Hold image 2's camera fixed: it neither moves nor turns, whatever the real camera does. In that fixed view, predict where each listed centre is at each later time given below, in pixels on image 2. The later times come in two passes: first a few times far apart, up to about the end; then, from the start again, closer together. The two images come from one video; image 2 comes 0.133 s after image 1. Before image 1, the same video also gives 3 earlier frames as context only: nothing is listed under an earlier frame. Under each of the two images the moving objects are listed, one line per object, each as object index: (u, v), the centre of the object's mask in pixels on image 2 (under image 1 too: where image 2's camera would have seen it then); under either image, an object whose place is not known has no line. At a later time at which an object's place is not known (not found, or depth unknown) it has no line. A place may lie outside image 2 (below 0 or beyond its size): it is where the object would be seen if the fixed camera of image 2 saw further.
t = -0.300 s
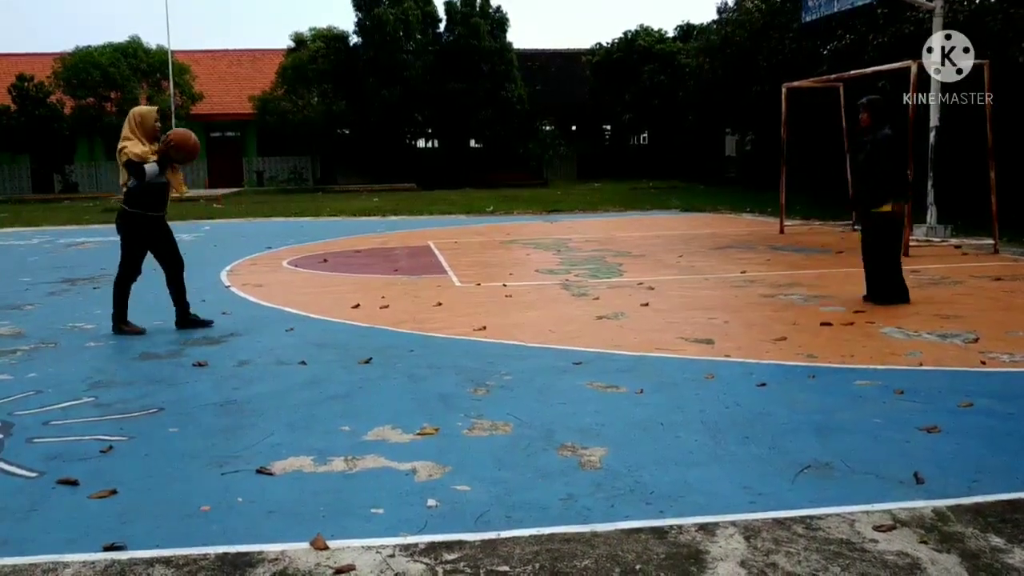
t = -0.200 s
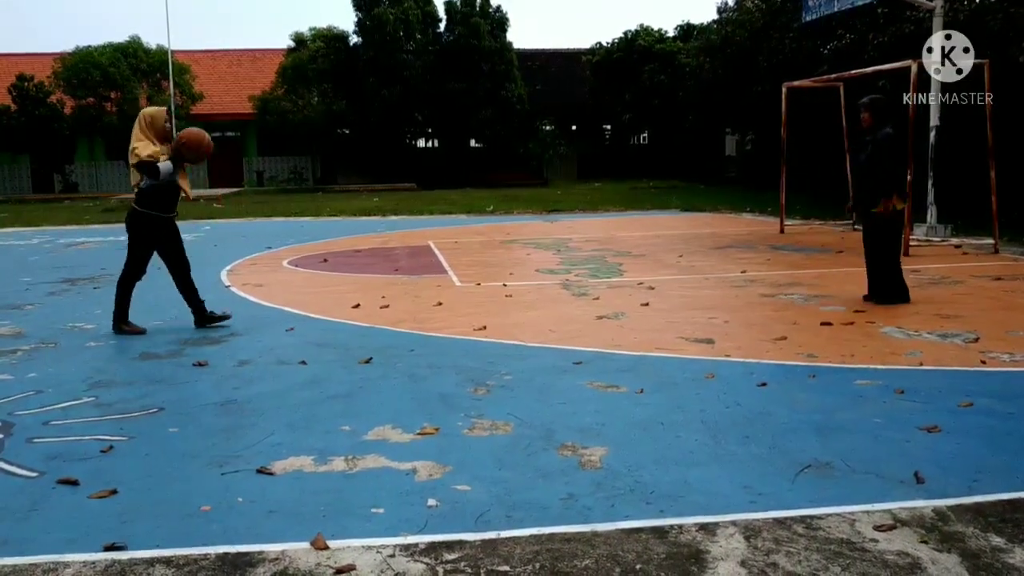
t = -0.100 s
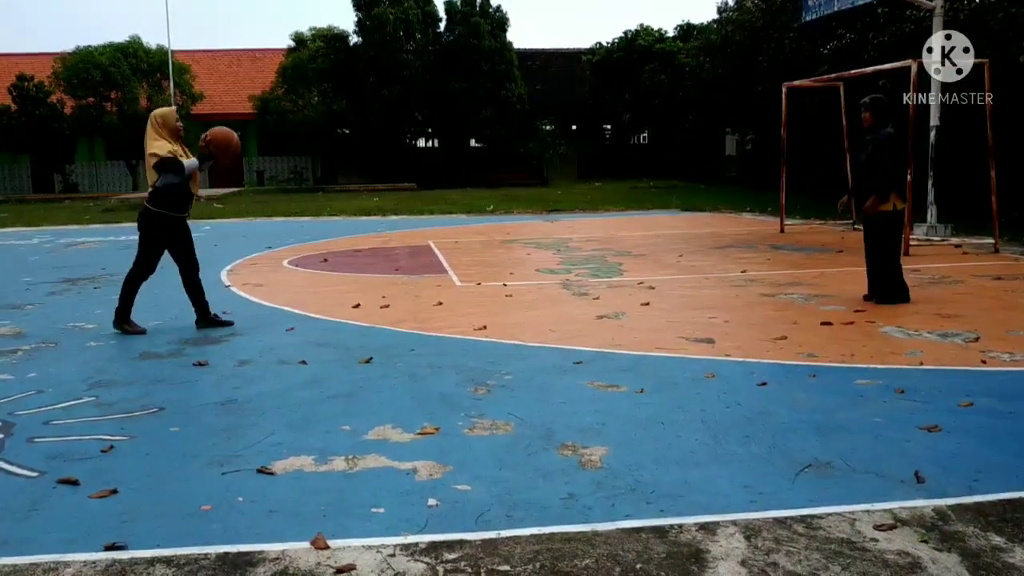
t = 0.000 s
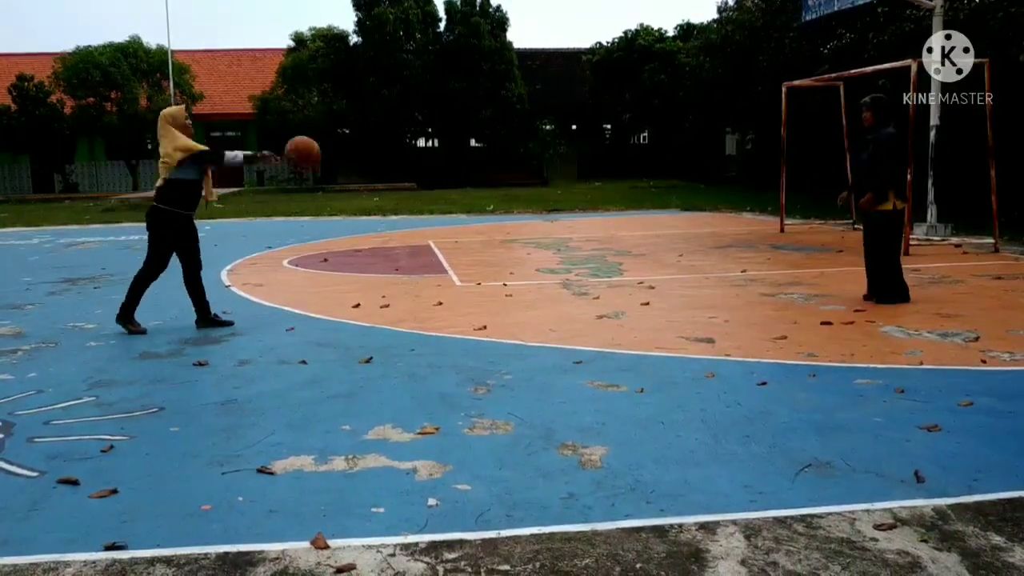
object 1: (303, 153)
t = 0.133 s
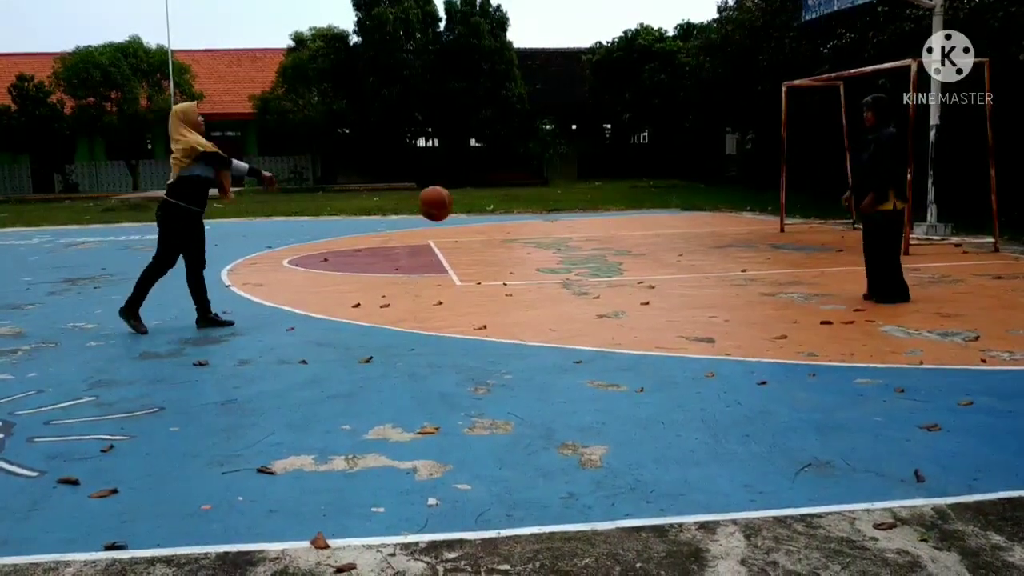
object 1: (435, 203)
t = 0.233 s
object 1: (529, 256)
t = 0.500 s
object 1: (684, 208)
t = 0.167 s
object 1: (467, 219)
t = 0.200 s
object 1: (498, 237)
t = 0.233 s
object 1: (529, 256)
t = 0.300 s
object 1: (589, 297)
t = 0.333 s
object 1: (605, 280)
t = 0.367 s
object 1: (620, 262)
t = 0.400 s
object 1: (636, 247)
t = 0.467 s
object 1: (668, 220)
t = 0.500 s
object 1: (684, 208)
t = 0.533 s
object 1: (700, 198)
